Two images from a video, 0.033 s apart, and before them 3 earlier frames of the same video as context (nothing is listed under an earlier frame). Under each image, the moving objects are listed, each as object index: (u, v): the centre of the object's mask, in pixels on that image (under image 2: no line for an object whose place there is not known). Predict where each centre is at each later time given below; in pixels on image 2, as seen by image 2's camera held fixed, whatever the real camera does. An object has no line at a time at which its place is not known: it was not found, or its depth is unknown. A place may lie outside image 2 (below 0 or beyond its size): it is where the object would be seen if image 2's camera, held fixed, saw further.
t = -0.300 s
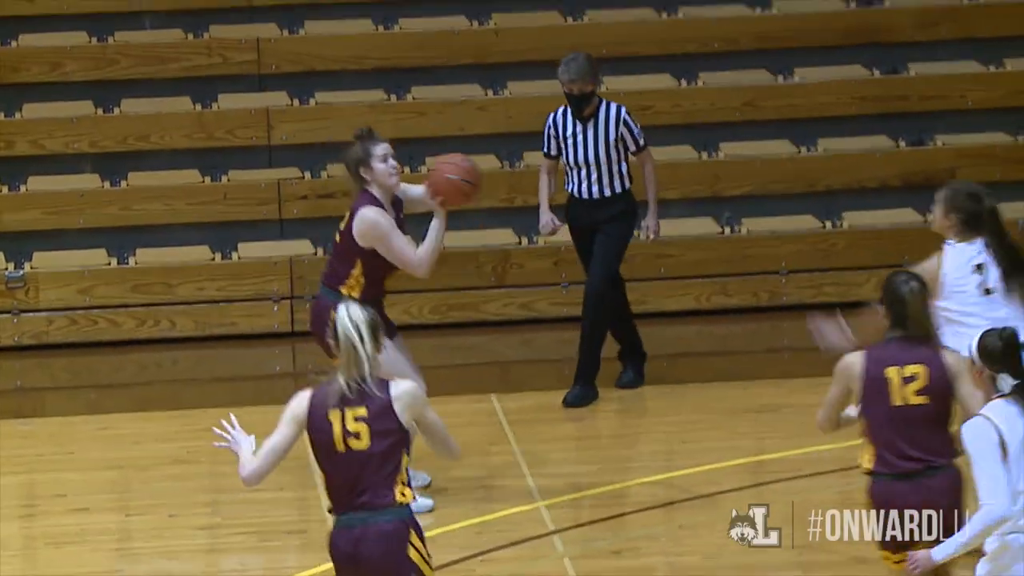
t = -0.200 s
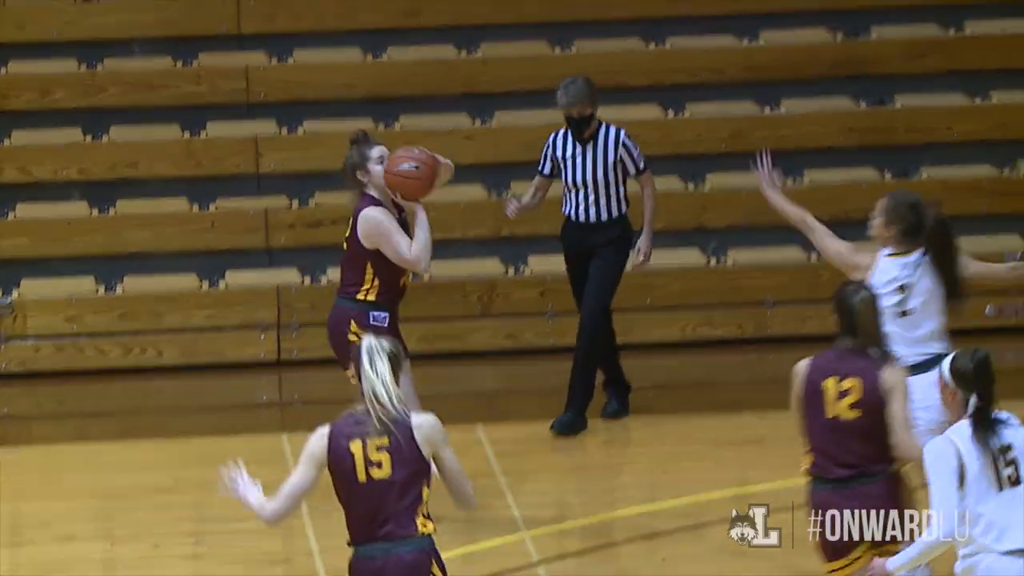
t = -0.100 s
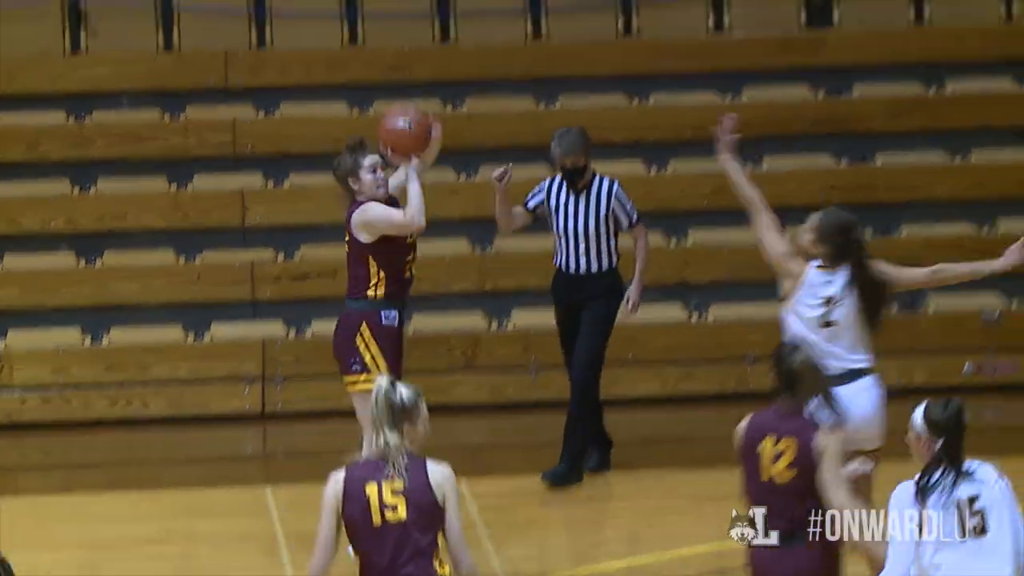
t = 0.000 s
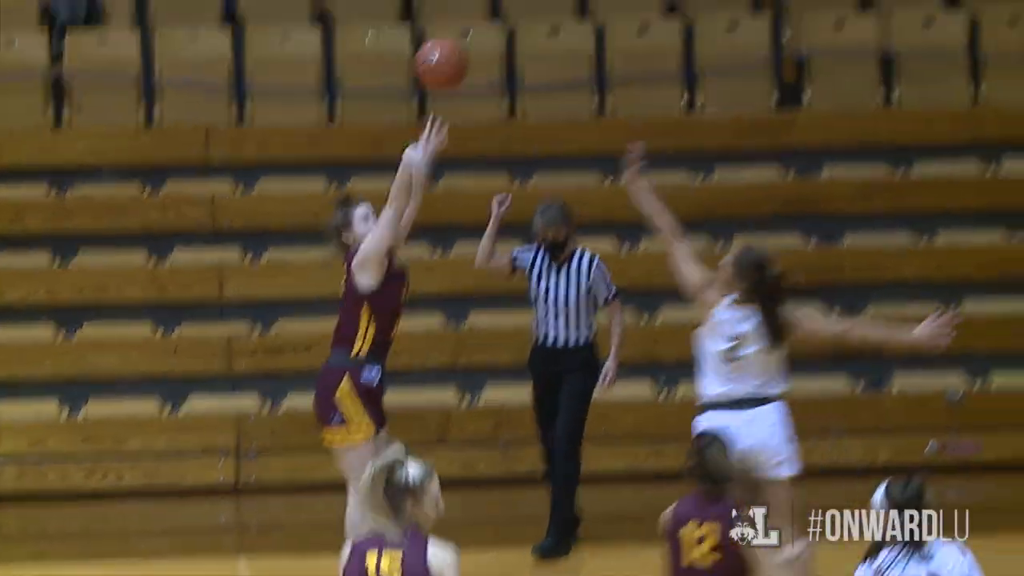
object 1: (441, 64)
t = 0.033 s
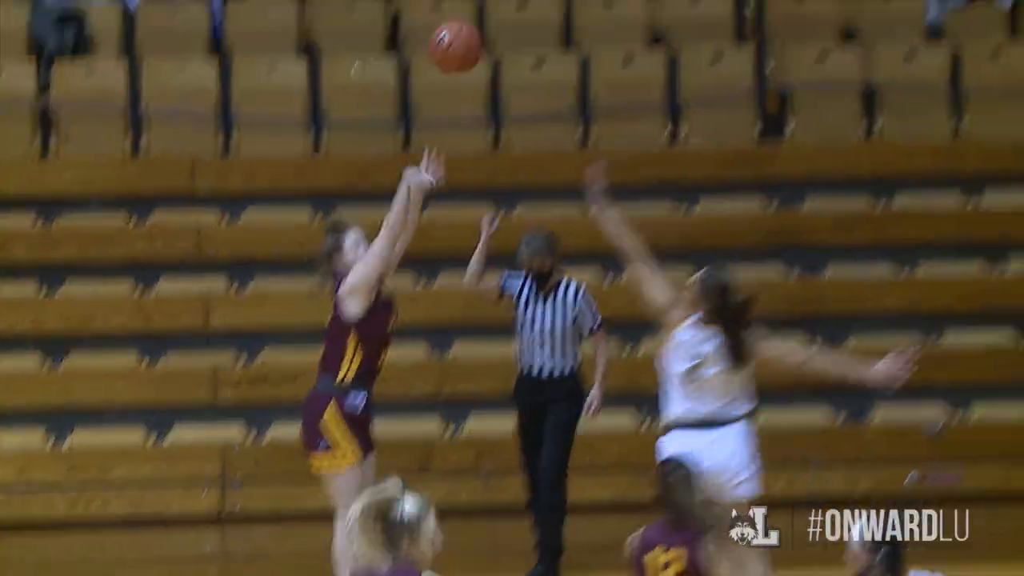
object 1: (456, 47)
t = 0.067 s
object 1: (485, -1)
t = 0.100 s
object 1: (515, -48)
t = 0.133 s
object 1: (545, -93)
